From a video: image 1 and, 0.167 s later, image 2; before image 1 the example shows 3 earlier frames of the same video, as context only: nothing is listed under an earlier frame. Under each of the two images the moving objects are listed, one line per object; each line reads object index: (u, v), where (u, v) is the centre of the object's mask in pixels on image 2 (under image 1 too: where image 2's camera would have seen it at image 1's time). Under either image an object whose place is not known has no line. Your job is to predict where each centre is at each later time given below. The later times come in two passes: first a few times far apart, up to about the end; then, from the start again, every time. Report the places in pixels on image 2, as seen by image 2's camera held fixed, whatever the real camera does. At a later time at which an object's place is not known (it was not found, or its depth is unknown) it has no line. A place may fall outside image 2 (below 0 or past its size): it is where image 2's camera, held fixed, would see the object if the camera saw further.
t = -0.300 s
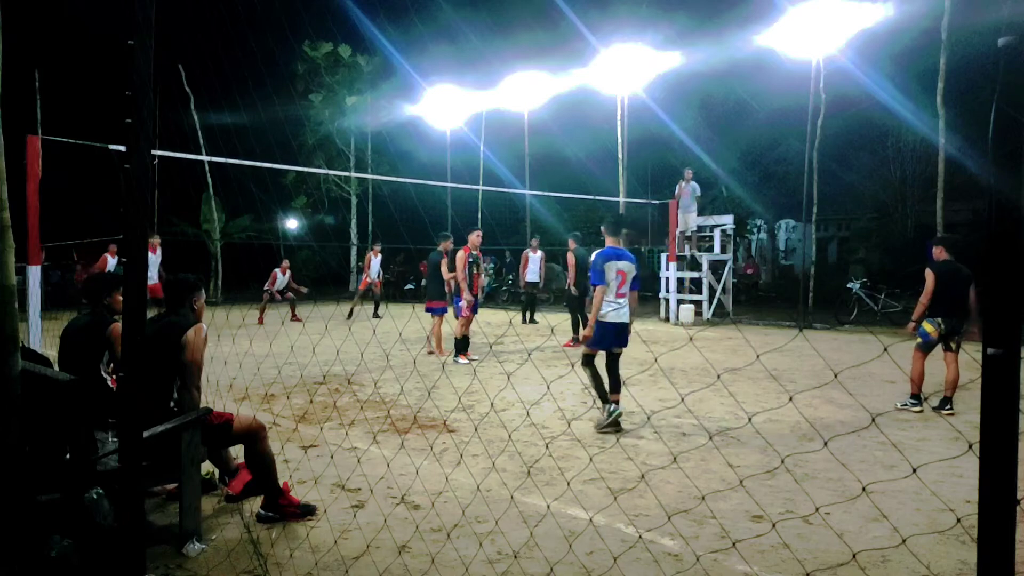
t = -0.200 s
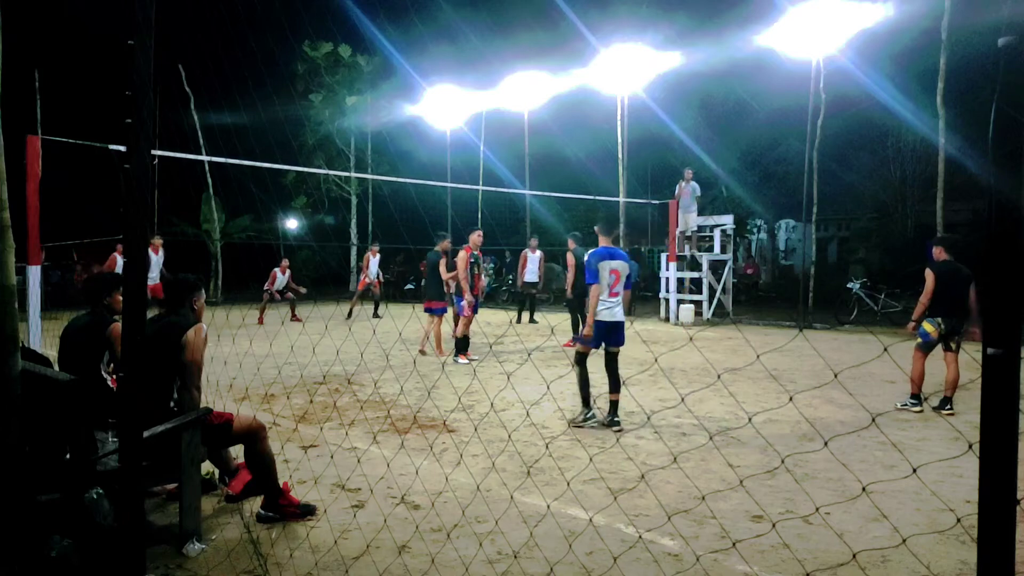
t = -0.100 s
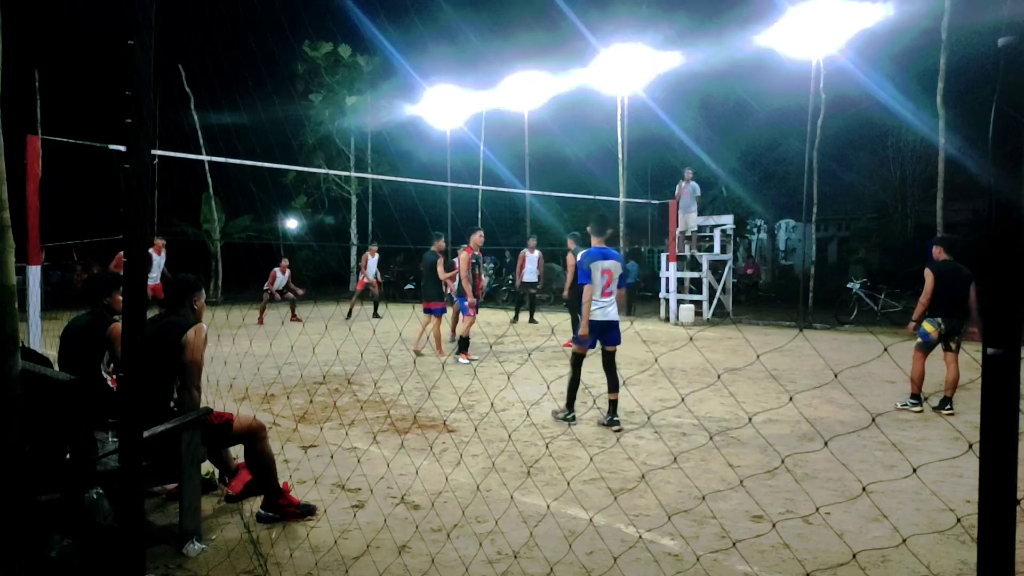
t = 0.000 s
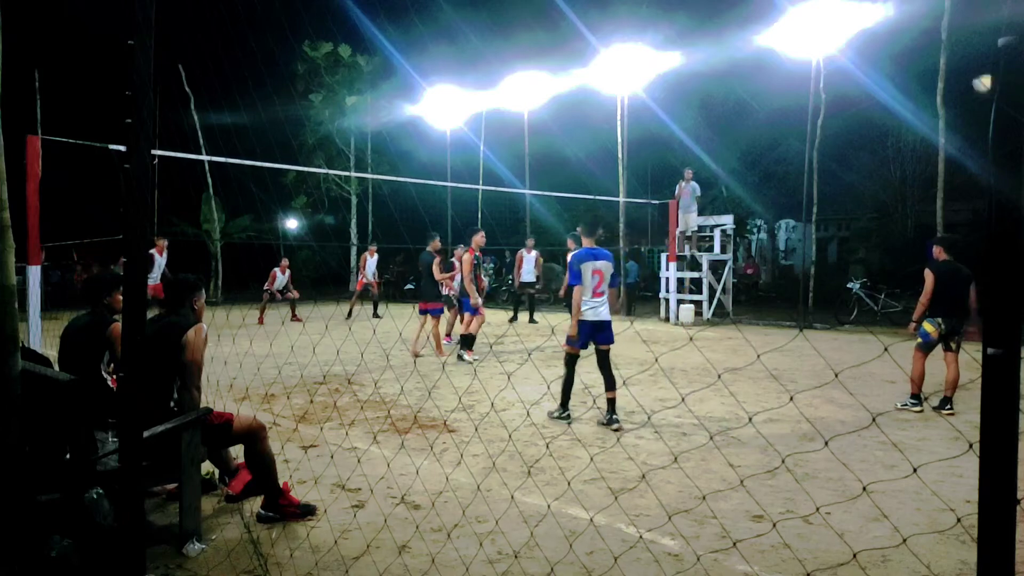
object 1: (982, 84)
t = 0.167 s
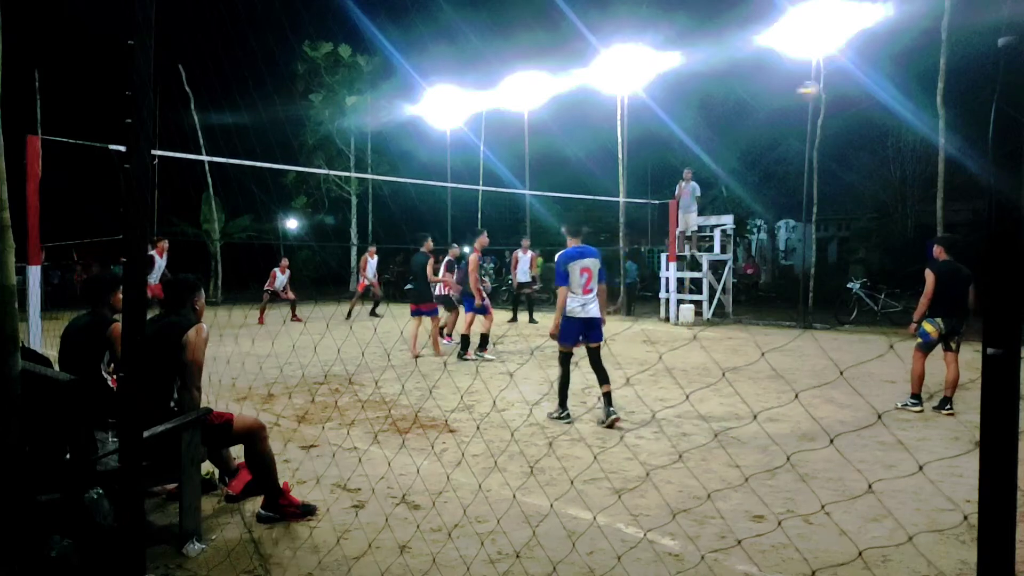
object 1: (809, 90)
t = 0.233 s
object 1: (753, 97)
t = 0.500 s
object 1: (590, 143)
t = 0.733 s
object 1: (493, 197)
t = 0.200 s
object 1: (780, 93)
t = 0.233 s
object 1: (753, 97)
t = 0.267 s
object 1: (728, 101)
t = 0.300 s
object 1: (704, 106)
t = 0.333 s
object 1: (683, 111)
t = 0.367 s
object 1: (662, 118)
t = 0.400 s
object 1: (642, 124)
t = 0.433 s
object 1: (624, 130)
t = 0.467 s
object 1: (607, 137)
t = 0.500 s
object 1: (590, 143)
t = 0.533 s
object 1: (575, 150)
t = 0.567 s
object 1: (560, 157)
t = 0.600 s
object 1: (547, 164)
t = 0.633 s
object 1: (534, 171)
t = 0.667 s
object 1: (522, 178)
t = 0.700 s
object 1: (510, 184)
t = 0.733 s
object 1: (493, 197)
